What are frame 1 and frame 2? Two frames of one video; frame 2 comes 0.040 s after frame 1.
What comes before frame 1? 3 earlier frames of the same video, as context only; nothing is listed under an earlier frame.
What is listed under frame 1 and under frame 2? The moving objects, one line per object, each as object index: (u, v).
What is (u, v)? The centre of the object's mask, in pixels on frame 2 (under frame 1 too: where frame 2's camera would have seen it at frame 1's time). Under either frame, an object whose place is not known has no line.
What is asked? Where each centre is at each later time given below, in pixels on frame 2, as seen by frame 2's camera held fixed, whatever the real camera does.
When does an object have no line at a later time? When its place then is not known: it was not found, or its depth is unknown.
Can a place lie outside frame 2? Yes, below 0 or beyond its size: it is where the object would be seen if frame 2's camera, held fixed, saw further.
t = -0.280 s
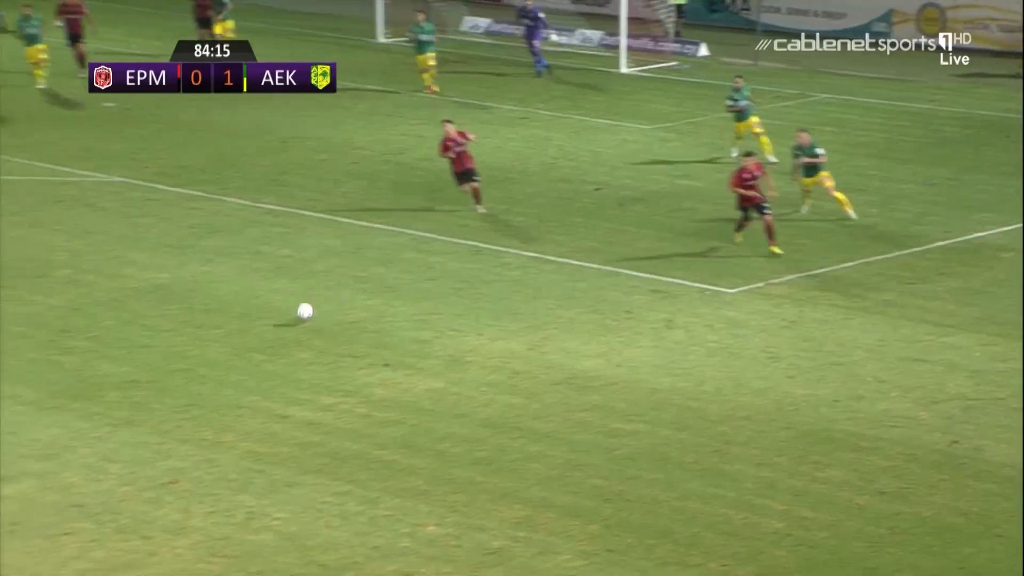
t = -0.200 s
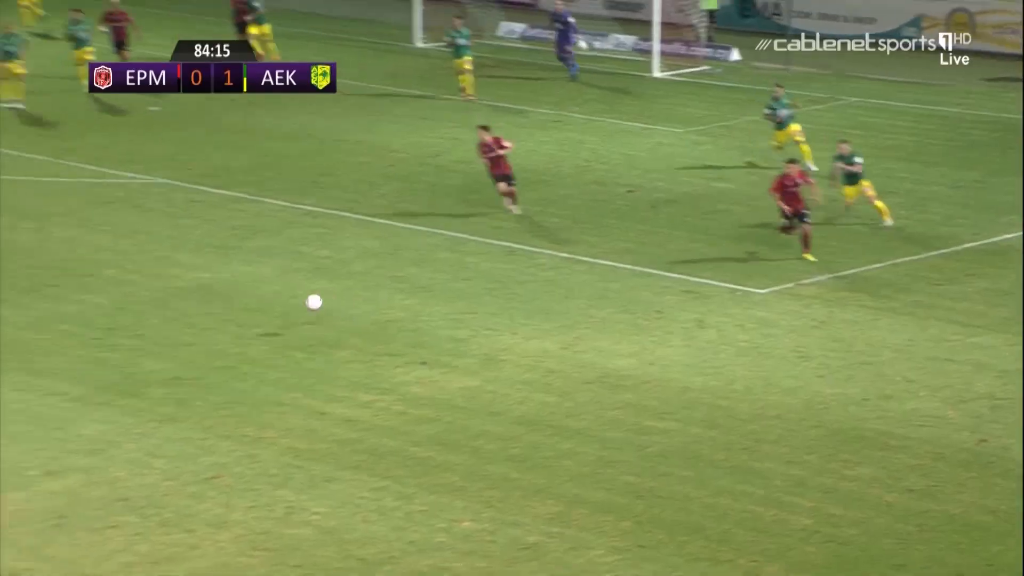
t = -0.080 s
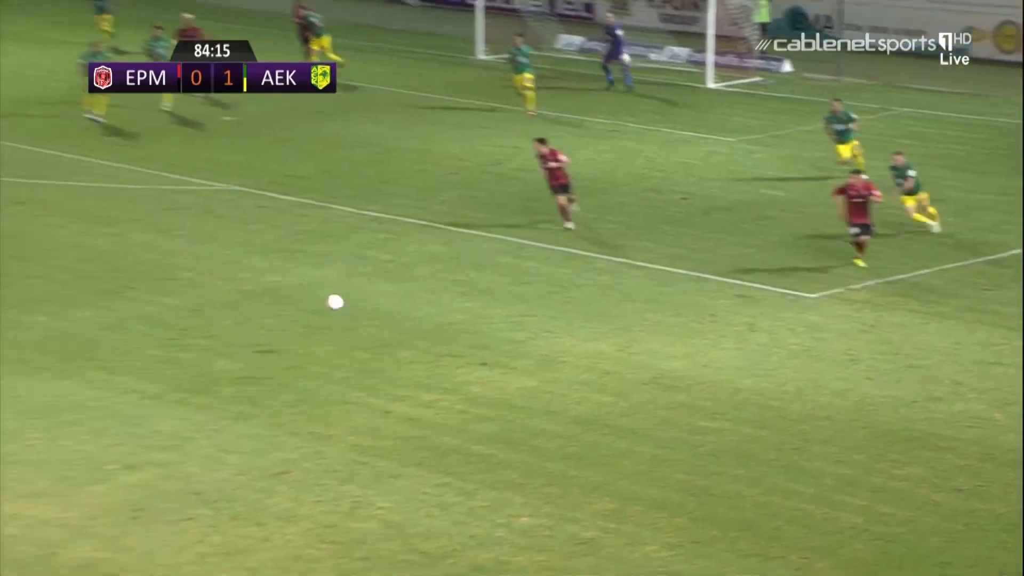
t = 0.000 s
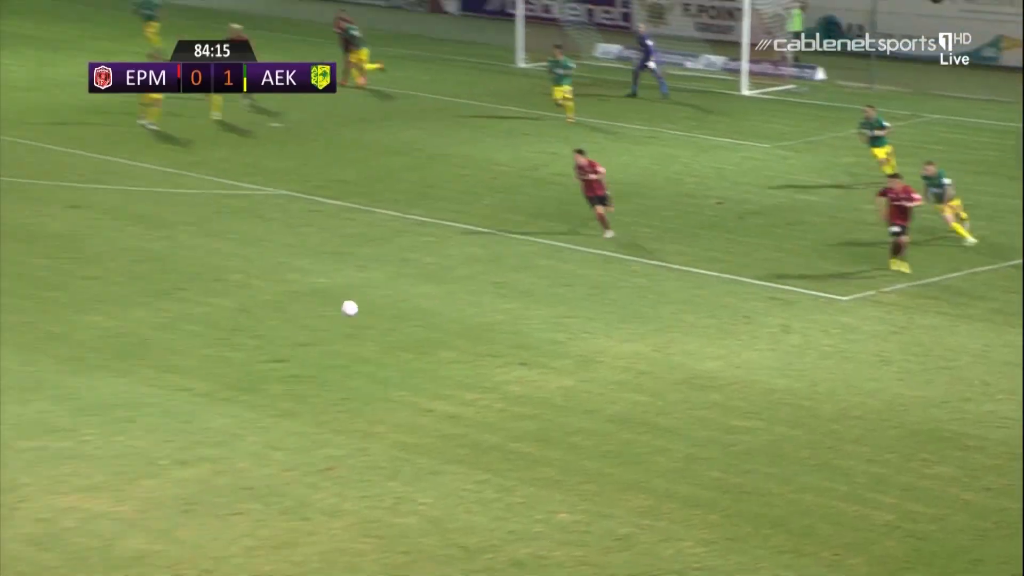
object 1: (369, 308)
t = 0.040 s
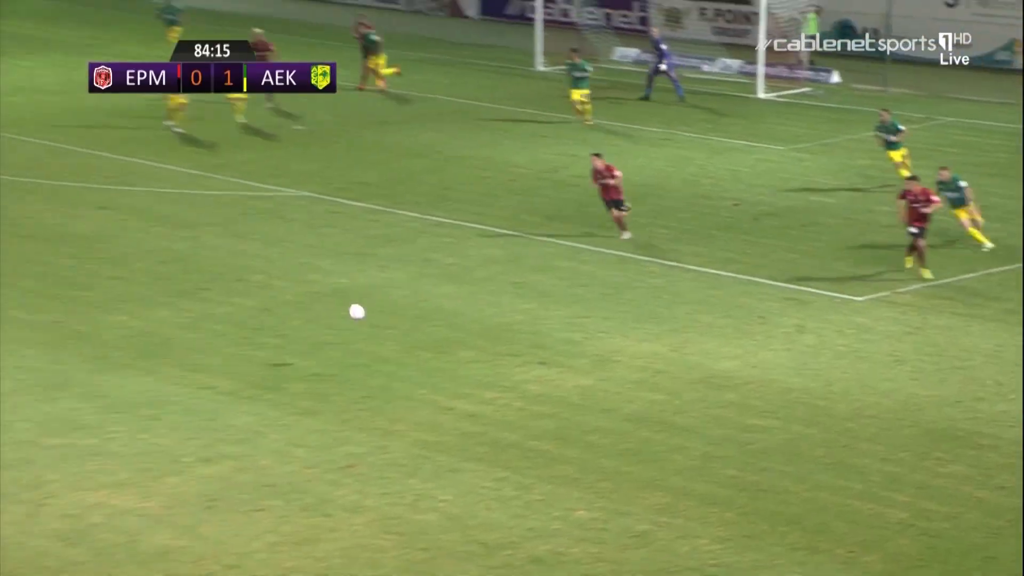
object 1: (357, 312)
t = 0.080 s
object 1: (344, 317)
